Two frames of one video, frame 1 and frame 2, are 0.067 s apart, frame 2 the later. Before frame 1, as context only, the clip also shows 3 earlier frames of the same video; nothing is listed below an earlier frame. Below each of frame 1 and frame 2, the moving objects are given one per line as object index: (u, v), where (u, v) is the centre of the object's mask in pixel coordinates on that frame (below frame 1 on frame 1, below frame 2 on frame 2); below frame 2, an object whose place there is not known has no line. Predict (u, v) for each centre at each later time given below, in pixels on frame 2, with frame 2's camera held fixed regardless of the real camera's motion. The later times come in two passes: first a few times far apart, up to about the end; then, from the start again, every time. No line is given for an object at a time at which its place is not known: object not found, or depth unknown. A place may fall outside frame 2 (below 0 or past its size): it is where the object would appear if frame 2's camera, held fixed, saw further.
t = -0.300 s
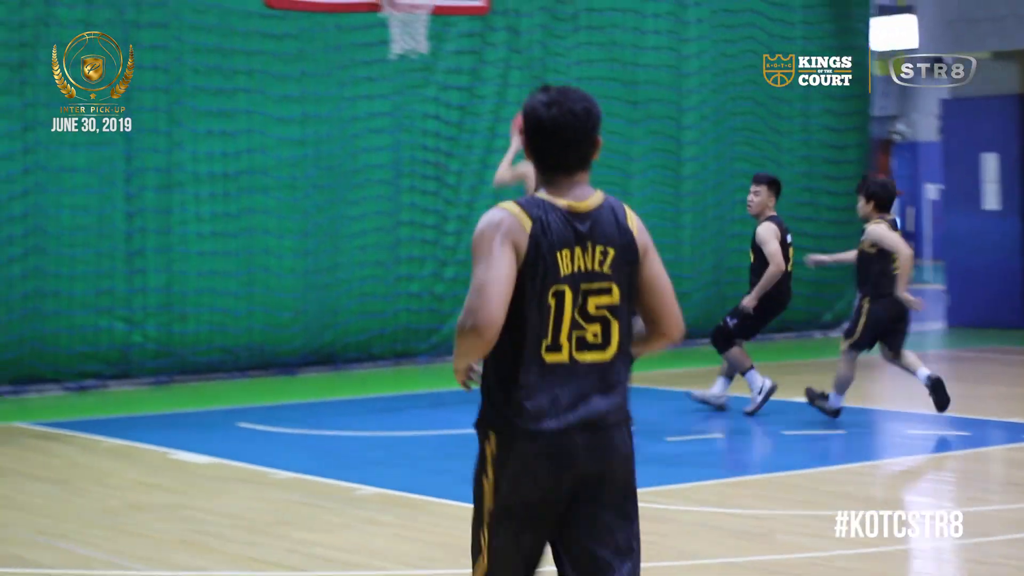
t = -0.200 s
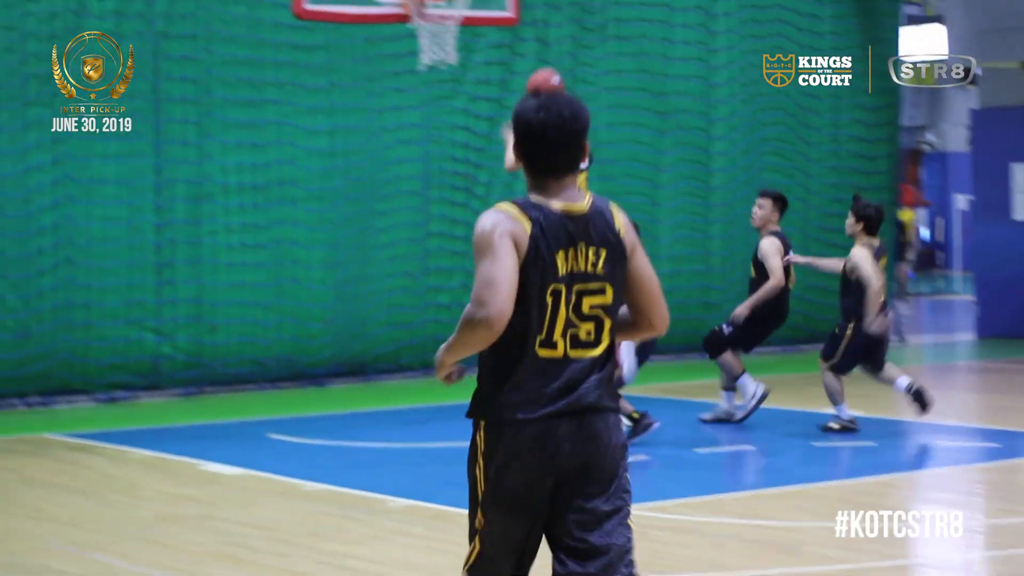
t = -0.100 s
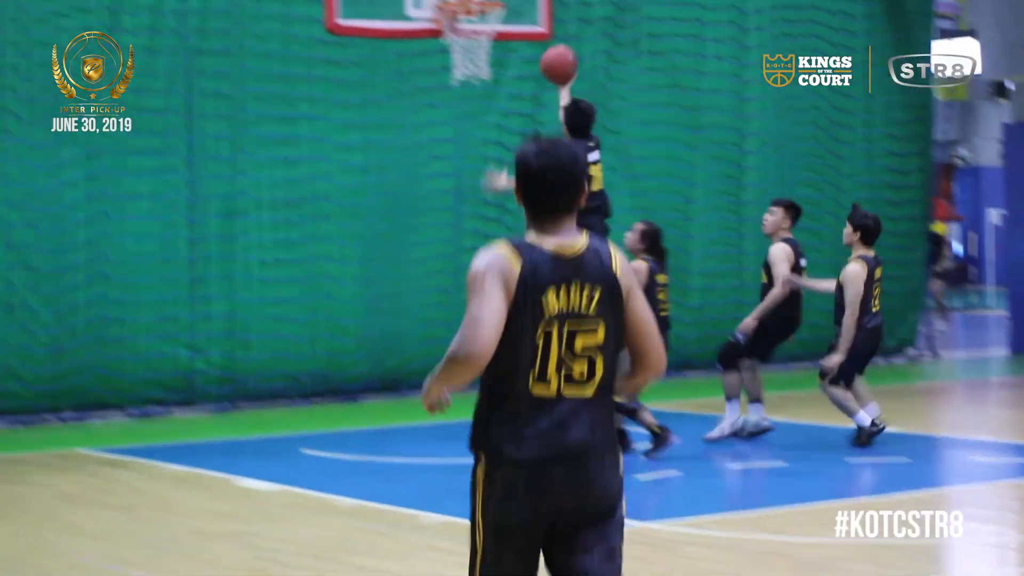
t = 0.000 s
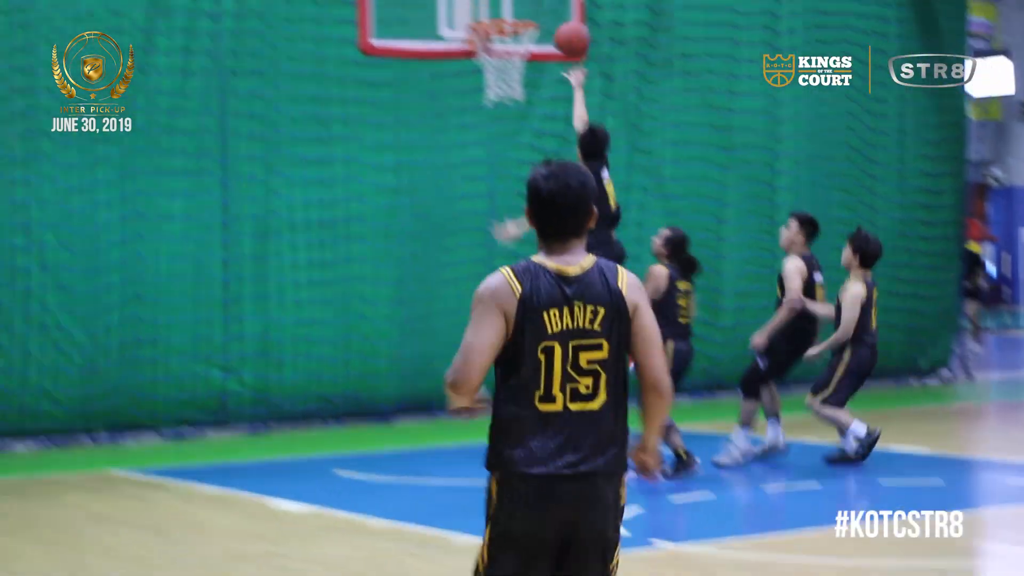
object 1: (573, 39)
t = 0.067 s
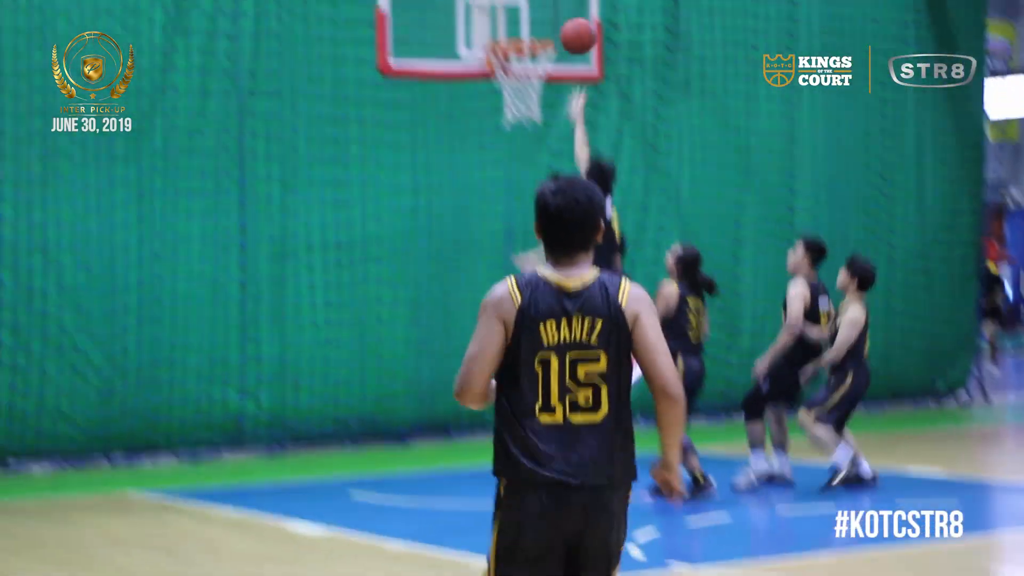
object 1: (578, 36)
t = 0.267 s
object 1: (545, 1)
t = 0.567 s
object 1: (509, 63)
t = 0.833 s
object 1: (544, 98)
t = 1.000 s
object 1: (547, 132)
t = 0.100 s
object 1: (572, 26)
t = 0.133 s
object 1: (567, 17)
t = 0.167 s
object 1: (561, 9)
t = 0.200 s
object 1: (556, 5)
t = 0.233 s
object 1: (550, 2)
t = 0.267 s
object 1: (545, 1)
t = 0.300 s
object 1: (540, 3)
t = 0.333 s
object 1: (534, 5)
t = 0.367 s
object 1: (529, 11)
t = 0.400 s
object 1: (524, 20)
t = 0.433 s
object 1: (518, 26)
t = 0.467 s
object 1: (513, 31)
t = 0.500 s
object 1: (509, 46)
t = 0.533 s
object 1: (508, 58)
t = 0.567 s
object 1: (509, 63)
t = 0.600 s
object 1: (515, 71)
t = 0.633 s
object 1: (519, 80)
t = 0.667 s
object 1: (522, 86)
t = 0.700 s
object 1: (531, 90)
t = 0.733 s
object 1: (536, 91)
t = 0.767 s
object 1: (540, 93)
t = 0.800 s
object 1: (544, 97)
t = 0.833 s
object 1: (544, 98)
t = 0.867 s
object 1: (545, 102)
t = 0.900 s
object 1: (546, 107)
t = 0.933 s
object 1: (547, 114)
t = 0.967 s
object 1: (547, 125)
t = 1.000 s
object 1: (547, 132)
